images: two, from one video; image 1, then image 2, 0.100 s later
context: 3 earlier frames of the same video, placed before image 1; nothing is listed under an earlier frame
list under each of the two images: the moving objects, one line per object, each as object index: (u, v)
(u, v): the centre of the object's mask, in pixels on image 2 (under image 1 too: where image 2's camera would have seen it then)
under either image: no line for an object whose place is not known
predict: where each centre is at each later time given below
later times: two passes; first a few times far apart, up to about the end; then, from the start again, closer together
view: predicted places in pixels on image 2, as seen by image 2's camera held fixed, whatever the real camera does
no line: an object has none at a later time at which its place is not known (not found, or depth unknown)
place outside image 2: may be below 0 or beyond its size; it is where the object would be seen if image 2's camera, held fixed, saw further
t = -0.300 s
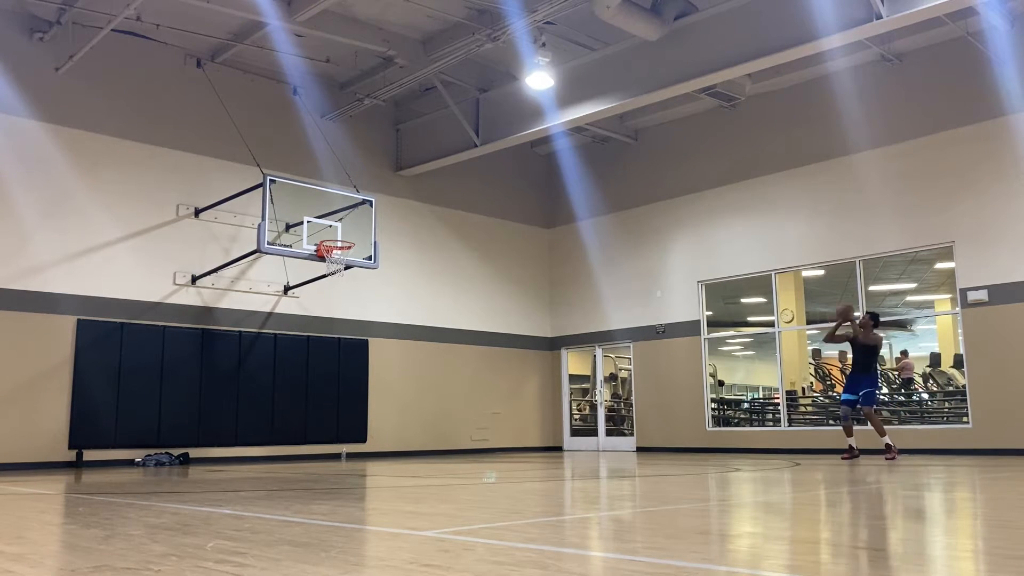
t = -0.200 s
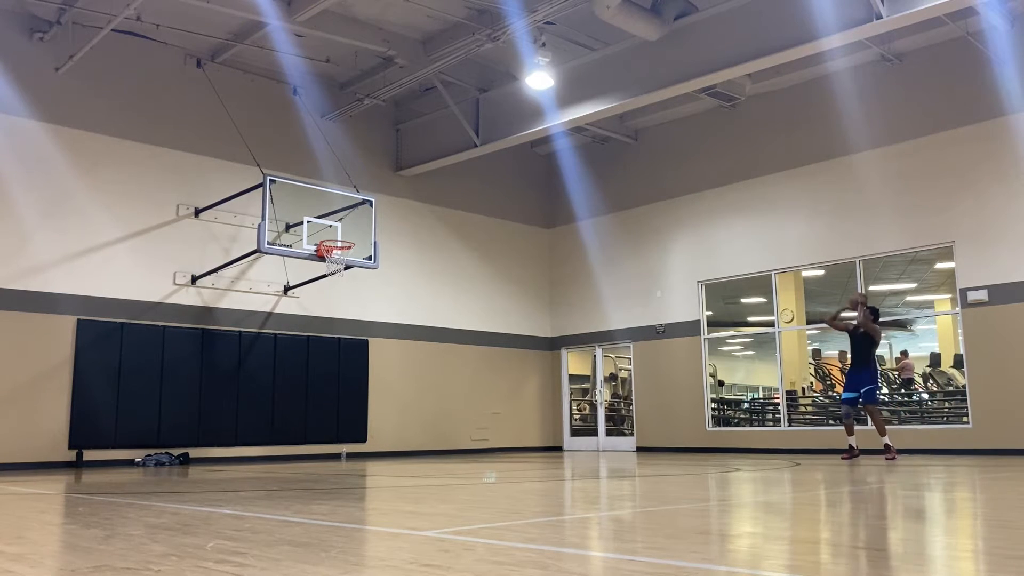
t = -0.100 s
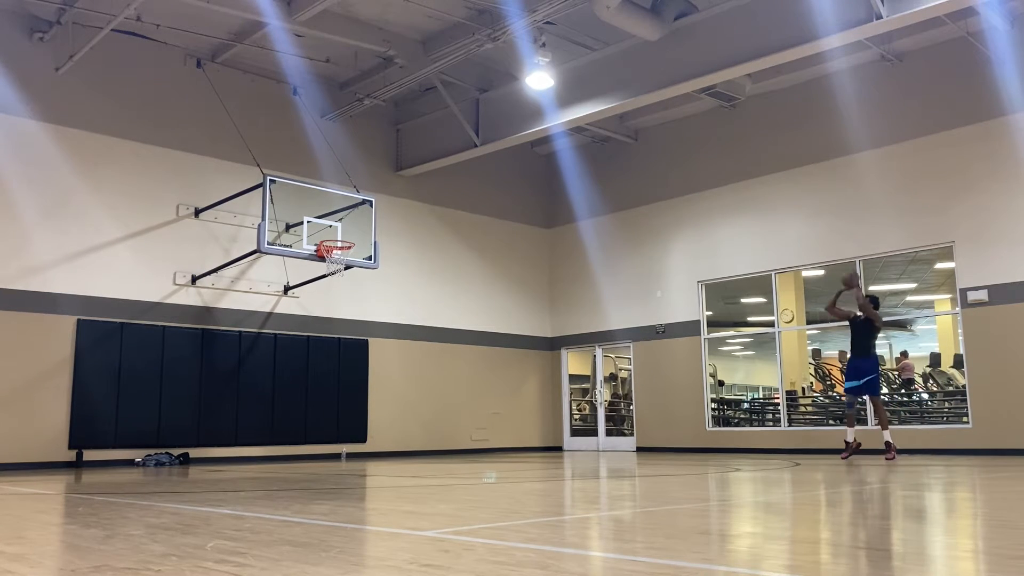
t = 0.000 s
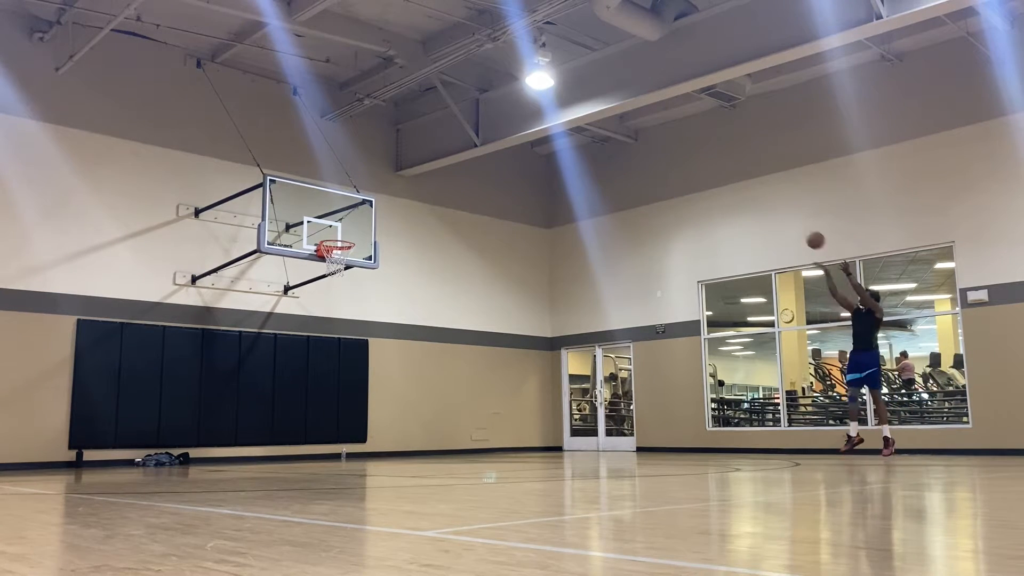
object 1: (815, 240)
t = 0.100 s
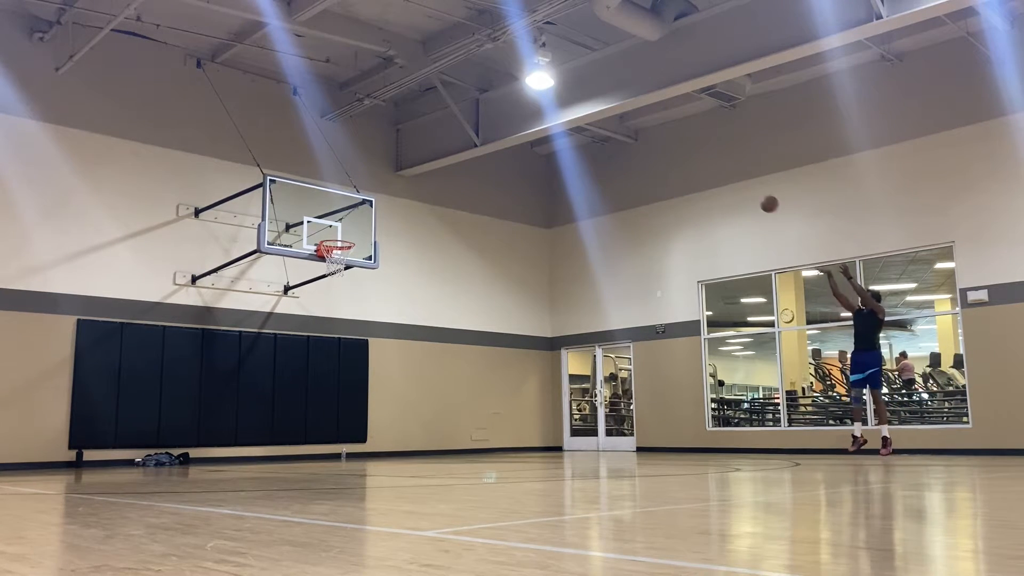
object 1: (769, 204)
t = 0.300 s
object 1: (681, 153)
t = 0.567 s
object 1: (576, 127)
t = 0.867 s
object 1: (462, 151)
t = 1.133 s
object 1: (362, 219)
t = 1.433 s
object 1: (324, 329)
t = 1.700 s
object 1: (319, 441)
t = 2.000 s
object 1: (361, 322)
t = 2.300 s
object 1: (402, 270)
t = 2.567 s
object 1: (440, 282)
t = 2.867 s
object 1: (484, 365)
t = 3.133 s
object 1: (525, 422)
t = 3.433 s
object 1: (568, 340)
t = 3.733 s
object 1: (616, 338)
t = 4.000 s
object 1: (664, 408)
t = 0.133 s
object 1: (754, 194)
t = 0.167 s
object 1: (739, 184)
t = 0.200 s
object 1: (724, 175)
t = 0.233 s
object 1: (709, 167)
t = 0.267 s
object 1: (695, 160)
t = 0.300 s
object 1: (681, 153)
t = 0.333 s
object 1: (668, 147)
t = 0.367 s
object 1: (654, 142)
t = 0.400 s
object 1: (640, 138)
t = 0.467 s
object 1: (614, 131)
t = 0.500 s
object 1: (601, 130)
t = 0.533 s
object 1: (588, 128)
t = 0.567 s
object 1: (576, 127)
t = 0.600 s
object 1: (563, 128)
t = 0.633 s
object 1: (549, 128)
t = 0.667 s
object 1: (537, 129)
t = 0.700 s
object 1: (525, 131)
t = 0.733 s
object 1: (512, 133)
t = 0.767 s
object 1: (500, 137)
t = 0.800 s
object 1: (488, 141)
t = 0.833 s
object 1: (475, 145)
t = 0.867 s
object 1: (462, 151)
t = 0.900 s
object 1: (450, 157)
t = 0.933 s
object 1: (438, 163)
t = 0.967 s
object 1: (425, 171)
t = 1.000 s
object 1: (413, 179)
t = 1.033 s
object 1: (400, 188)
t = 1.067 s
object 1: (388, 198)
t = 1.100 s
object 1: (375, 209)
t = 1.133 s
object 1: (362, 219)
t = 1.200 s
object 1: (337, 242)
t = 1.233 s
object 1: (331, 251)
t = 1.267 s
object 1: (325, 269)
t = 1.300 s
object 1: (328, 276)
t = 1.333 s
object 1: (327, 288)
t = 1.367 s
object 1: (326, 300)
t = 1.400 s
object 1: (325, 314)
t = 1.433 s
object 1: (324, 329)
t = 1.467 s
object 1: (323, 345)
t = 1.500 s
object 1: (322, 360)
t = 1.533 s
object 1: (321, 378)
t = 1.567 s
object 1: (319, 396)
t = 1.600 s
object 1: (318, 415)
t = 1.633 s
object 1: (316, 435)
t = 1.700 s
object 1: (319, 441)
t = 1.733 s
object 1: (323, 425)
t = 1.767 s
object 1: (328, 409)
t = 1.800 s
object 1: (333, 394)
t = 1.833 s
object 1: (337, 380)
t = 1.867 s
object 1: (342, 366)
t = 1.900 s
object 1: (347, 354)
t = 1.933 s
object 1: (351, 342)
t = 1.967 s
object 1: (356, 332)
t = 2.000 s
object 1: (361, 322)
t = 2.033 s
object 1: (365, 312)
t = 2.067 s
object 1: (370, 304)
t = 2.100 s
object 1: (375, 297)
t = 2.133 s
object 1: (379, 291)
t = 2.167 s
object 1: (384, 285)
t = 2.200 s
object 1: (388, 280)
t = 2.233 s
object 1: (393, 276)
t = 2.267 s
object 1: (397, 273)
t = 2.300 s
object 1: (402, 270)
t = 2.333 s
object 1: (407, 269)
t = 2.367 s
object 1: (412, 268)
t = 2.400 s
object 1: (416, 268)
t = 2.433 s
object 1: (421, 269)
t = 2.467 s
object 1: (426, 271)
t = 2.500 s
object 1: (430, 274)
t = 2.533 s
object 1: (435, 277)
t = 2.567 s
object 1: (440, 282)
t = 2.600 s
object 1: (444, 287)
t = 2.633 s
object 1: (449, 293)
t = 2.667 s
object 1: (454, 300)
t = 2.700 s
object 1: (459, 309)
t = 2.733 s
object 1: (464, 318)
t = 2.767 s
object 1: (469, 328)
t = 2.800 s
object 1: (474, 339)
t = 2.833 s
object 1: (479, 351)
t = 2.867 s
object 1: (484, 365)
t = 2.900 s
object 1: (489, 379)
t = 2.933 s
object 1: (494, 394)
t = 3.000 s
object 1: (504, 428)
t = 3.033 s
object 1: (510, 447)
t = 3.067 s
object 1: (515, 451)
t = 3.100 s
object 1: (520, 436)
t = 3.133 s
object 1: (525, 422)
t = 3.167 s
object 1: (529, 409)
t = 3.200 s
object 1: (534, 397)
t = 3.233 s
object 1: (538, 386)
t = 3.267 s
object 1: (543, 376)
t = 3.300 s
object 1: (548, 367)
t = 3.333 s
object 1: (553, 359)
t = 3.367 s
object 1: (558, 351)
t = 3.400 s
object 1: (563, 345)
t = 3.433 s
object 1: (568, 340)
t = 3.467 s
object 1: (574, 336)
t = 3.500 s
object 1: (579, 333)
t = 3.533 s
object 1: (584, 331)
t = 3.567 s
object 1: (589, 331)
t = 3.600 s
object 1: (594, 329)
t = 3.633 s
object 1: (599, 330)
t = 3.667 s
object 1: (605, 332)
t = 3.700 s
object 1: (611, 334)
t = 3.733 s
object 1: (616, 338)
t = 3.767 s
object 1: (622, 343)
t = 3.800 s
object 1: (627, 349)
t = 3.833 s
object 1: (633, 356)
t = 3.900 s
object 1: (645, 373)
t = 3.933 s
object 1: (651, 384)
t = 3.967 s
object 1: (657, 396)
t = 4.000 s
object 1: (664, 408)
